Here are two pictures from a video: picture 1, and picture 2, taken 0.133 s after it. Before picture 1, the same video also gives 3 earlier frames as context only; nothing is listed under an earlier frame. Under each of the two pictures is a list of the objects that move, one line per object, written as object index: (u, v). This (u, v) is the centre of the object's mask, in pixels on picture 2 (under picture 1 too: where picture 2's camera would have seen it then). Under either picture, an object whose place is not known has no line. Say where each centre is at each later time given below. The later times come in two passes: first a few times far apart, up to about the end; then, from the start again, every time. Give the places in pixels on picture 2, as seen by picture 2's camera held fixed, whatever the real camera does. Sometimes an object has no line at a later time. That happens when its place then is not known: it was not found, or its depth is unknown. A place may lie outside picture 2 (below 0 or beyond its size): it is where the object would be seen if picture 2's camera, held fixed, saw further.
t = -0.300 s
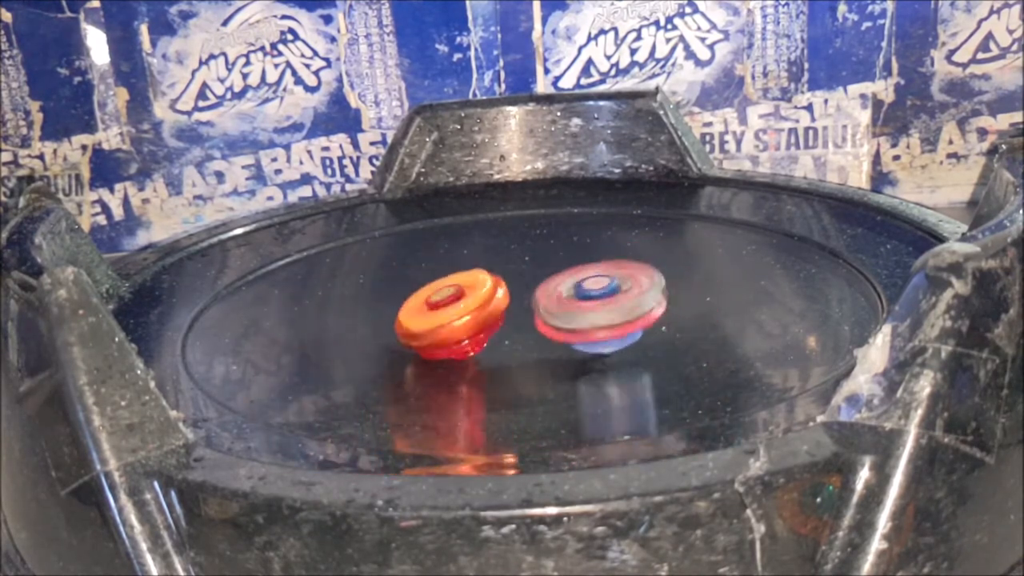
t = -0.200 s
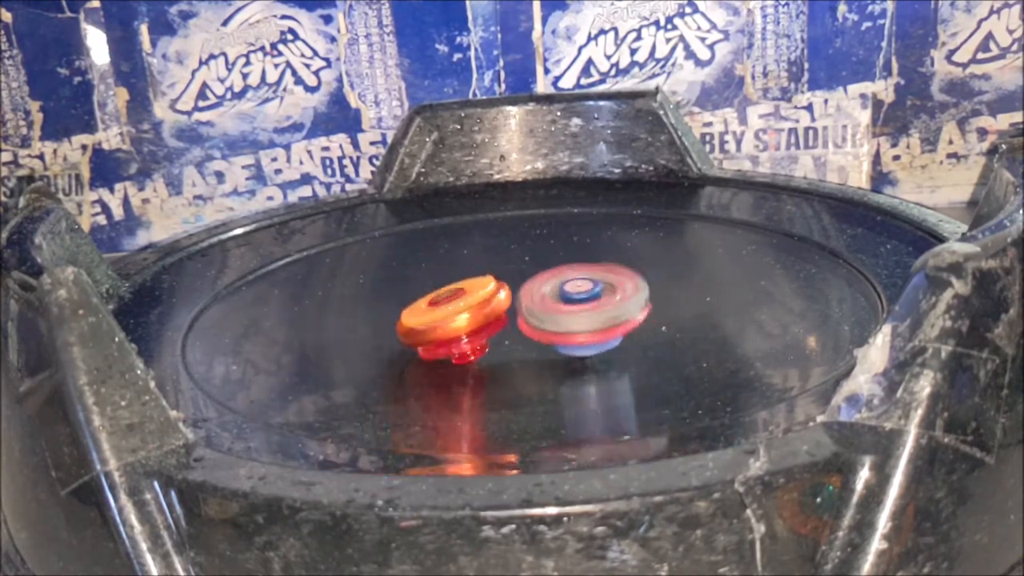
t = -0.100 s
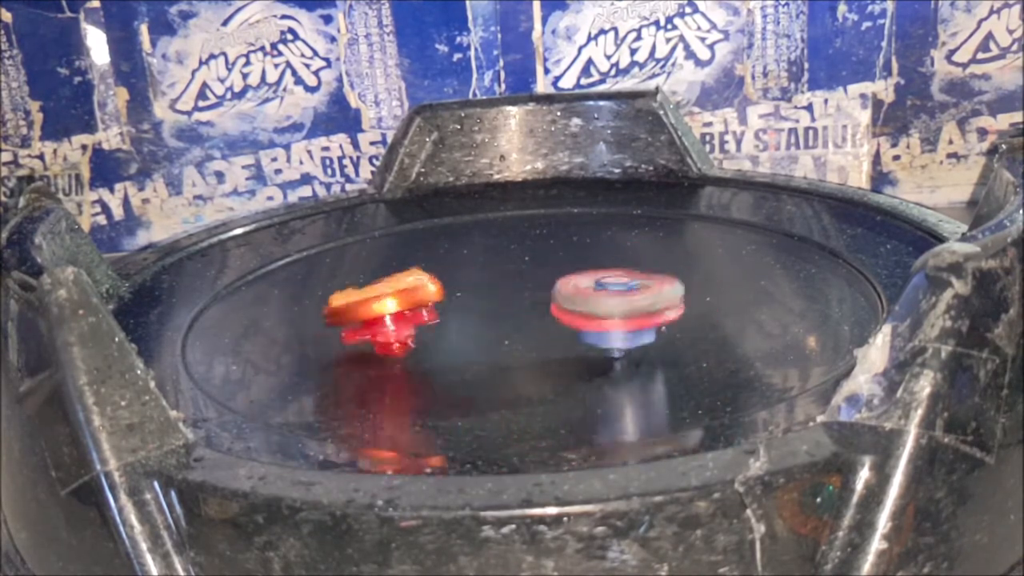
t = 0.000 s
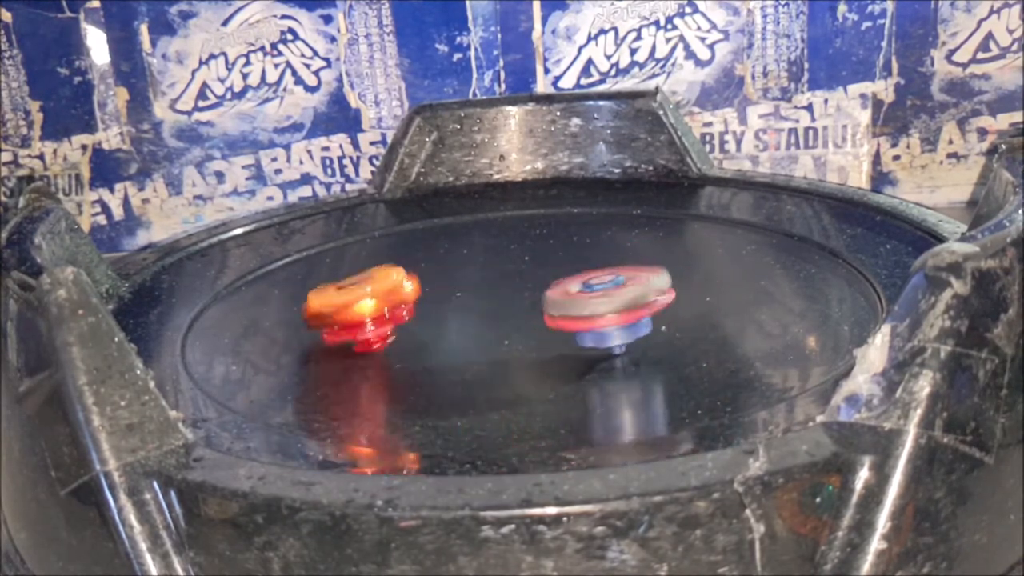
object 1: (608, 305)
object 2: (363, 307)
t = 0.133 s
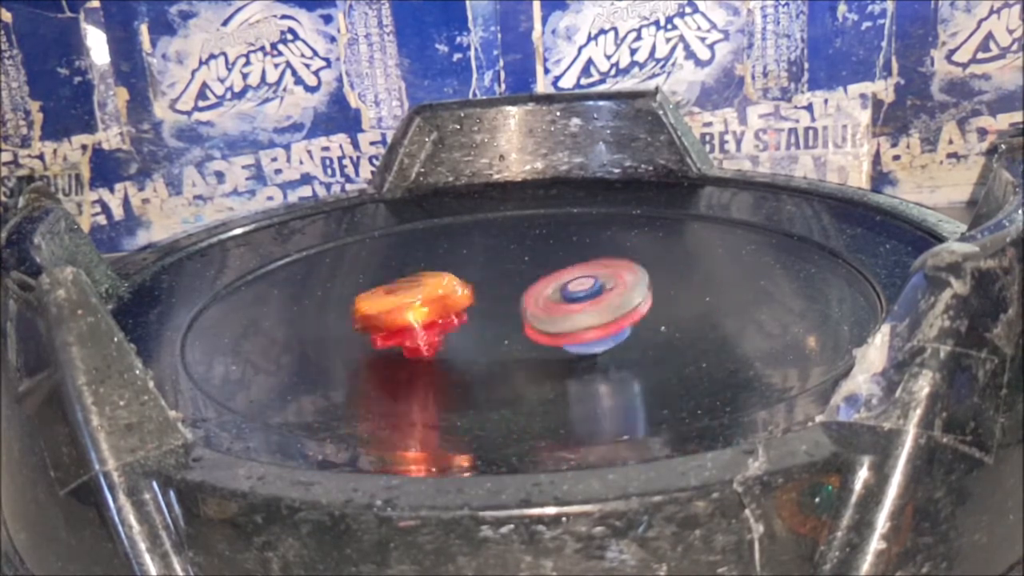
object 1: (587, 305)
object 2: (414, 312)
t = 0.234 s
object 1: (629, 301)
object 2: (412, 312)
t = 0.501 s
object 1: (670, 292)
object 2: (367, 299)
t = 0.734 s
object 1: (594, 306)
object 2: (476, 304)
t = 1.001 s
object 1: (661, 298)
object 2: (432, 300)
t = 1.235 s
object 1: (592, 306)
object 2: (459, 314)
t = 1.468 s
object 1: (583, 310)
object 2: (424, 315)
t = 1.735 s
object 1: (566, 307)
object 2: (436, 310)
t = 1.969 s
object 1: (580, 310)
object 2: (421, 310)
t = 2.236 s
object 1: (565, 306)
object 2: (426, 317)
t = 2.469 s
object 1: (565, 311)
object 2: (436, 314)
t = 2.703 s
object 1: (640, 305)
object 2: (471, 307)
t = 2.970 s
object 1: (639, 313)
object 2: (472, 279)
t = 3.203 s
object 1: (593, 315)
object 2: (488, 277)
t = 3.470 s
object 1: (551, 358)
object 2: (499, 274)
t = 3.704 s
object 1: (528, 354)
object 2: (503, 289)
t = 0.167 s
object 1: (583, 306)
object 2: (434, 313)
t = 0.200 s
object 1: (585, 306)
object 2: (448, 315)
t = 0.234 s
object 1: (629, 301)
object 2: (412, 312)
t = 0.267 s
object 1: (664, 296)
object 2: (381, 309)
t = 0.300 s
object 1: (691, 291)
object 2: (358, 303)
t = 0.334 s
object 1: (705, 288)
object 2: (346, 300)
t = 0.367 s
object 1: (709, 289)
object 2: (341, 298)
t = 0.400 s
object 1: (702, 288)
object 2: (343, 298)
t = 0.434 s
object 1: (695, 289)
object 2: (348, 298)
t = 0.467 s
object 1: (681, 289)
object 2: (356, 298)
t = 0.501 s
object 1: (670, 292)
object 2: (367, 299)
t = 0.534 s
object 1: (660, 299)
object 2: (373, 299)
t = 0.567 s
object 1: (648, 294)
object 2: (387, 300)
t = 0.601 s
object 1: (630, 306)
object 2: (403, 302)
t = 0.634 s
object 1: (621, 303)
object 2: (419, 303)
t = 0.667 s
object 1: (613, 302)
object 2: (438, 304)
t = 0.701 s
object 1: (603, 309)
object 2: (457, 305)
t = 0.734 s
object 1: (594, 306)
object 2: (476, 304)
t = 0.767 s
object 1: (593, 304)
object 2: (485, 301)
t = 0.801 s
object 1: (615, 300)
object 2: (474, 299)
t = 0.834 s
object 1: (632, 314)
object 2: (458, 288)
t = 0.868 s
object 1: (633, 322)
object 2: (444, 298)
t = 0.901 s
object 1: (661, 293)
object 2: (434, 294)
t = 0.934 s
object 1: (665, 300)
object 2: (429, 296)
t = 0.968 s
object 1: (663, 296)
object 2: (428, 297)
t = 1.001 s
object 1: (661, 298)
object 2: (432, 300)
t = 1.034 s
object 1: (650, 304)
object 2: (437, 303)
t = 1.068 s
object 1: (643, 306)
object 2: (444, 306)
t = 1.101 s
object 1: (623, 310)
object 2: (451, 308)
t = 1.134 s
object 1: (612, 308)
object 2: (458, 310)
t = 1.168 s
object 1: (602, 307)
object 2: (464, 311)
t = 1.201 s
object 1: (594, 303)
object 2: (468, 312)
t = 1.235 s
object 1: (592, 306)
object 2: (459, 314)
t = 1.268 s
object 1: (588, 307)
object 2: (454, 316)
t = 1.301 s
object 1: (581, 311)
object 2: (453, 316)
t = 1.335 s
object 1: (582, 312)
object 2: (443, 317)
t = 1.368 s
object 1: (587, 306)
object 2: (430, 316)
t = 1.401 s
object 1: (587, 312)
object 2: (423, 315)
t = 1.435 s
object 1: (586, 309)
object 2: (422, 314)
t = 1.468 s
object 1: (583, 310)
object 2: (424, 315)
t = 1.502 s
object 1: (581, 310)
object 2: (427, 314)
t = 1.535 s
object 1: (577, 311)
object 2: (432, 313)
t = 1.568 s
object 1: (574, 308)
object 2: (438, 312)
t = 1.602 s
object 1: (570, 308)
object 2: (439, 311)
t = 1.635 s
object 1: (572, 306)
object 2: (433, 310)
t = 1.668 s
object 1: (571, 305)
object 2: (432, 309)
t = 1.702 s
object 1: (567, 306)
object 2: (433, 309)
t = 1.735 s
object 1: (566, 307)
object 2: (436, 310)
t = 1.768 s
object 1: (566, 307)
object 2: (437, 310)
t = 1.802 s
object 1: (576, 307)
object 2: (423, 309)
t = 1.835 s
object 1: (583, 305)
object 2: (415, 308)
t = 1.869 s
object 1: (584, 306)
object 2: (413, 308)
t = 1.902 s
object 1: (583, 307)
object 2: (415, 308)
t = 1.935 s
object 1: (582, 308)
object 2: (418, 309)
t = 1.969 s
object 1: (580, 310)
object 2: (421, 310)
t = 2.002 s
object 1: (579, 309)
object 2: (424, 311)
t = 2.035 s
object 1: (578, 307)
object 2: (427, 312)
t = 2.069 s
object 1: (573, 307)
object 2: (430, 314)
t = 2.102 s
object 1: (569, 309)
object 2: (433, 314)
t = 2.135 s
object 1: (563, 307)
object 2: (435, 316)
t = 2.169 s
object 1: (558, 305)
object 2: (437, 316)
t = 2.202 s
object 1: (557, 306)
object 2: (439, 317)
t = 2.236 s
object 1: (565, 306)
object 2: (426, 317)
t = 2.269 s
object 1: (571, 305)
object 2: (416, 316)
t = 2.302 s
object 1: (571, 305)
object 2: (410, 315)
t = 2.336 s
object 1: (572, 304)
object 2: (408, 314)
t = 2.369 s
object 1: (571, 305)
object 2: (410, 314)
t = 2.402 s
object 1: (571, 308)
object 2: (416, 313)
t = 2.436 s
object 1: (569, 310)
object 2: (423, 314)
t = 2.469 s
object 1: (565, 311)
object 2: (436, 314)
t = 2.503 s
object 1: (566, 312)
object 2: (448, 314)
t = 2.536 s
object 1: (589, 313)
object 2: (446, 313)
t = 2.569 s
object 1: (603, 310)
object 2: (448, 311)
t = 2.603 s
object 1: (618, 308)
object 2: (453, 310)
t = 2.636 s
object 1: (628, 308)
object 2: (458, 310)
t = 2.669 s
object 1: (636, 306)
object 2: (465, 309)
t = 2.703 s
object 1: (640, 305)
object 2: (471, 307)
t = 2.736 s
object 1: (642, 305)
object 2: (479, 306)
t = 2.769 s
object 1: (642, 304)
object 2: (489, 307)
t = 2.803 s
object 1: (637, 302)
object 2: (499, 306)
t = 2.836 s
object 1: (630, 299)
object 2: (508, 305)
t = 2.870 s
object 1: (636, 302)
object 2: (504, 297)
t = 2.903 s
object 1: (640, 306)
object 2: (493, 295)
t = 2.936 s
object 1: (640, 309)
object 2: (481, 282)
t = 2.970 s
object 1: (639, 313)
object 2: (472, 279)
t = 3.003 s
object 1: (637, 316)
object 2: (468, 277)
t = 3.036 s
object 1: (634, 318)
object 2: (468, 277)
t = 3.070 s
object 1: (628, 318)
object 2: (469, 273)
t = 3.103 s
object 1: (620, 318)
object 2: (473, 271)
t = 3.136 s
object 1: (612, 318)
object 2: (479, 272)
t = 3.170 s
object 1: (607, 311)
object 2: (485, 274)
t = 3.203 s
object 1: (593, 315)
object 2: (488, 277)
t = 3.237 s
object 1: (578, 319)
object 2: (489, 279)
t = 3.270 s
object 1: (566, 322)
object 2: (489, 281)
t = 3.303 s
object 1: (557, 325)
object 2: (494, 279)
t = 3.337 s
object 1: (552, 329)
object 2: (502, 277)
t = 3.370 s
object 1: (557, 336)
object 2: (497, 275)
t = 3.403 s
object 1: (558, 348)
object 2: (501, 273)
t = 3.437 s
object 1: (555, 352)
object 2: (500, 272)
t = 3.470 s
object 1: (551, 358)
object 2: (499, 274)
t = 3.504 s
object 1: (543, 360)
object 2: (498, 275)
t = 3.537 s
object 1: (538, 363)
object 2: (496, 274)
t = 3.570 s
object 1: (532, 365)
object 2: (496, 274)
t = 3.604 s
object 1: (530, 365)
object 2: (496, 273)
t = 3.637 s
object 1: (530, 358)
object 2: (497, 278)
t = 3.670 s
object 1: (530, 355)
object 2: (498, 279)
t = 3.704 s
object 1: (528, 354)
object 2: (503, 289)
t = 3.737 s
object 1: (530, 351)
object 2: (503, 292)
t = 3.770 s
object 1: (532, 343)
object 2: (504, 290)
